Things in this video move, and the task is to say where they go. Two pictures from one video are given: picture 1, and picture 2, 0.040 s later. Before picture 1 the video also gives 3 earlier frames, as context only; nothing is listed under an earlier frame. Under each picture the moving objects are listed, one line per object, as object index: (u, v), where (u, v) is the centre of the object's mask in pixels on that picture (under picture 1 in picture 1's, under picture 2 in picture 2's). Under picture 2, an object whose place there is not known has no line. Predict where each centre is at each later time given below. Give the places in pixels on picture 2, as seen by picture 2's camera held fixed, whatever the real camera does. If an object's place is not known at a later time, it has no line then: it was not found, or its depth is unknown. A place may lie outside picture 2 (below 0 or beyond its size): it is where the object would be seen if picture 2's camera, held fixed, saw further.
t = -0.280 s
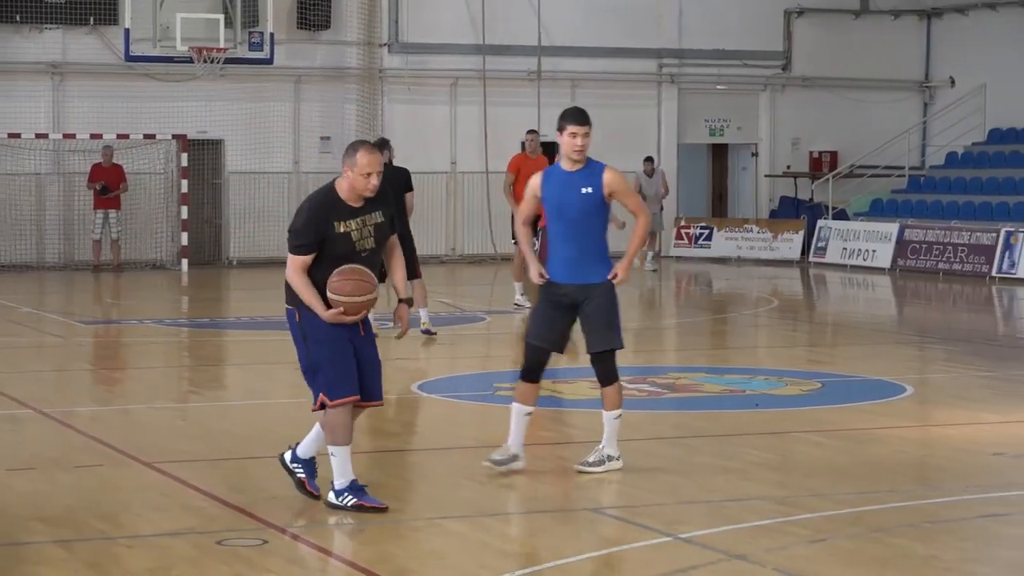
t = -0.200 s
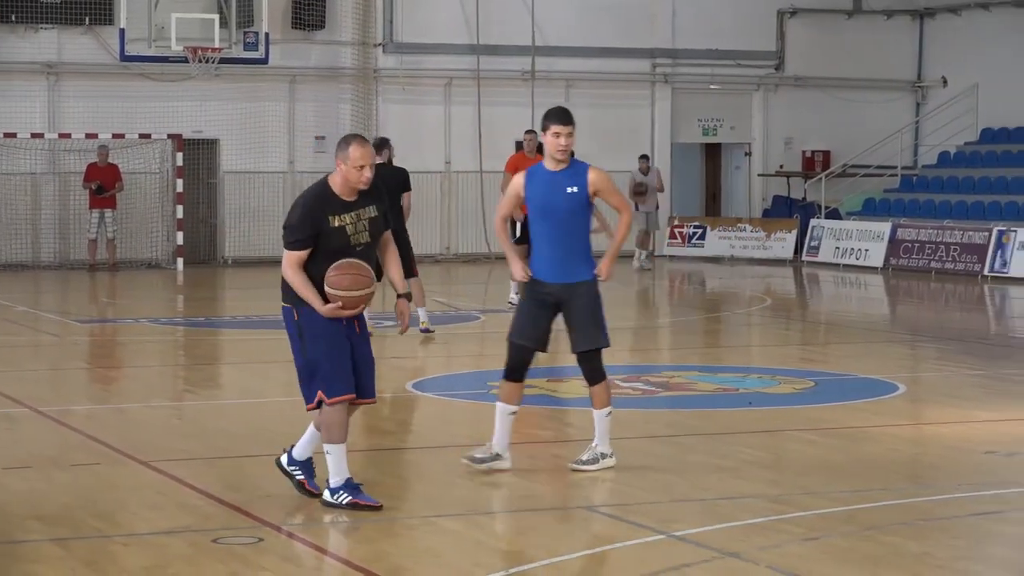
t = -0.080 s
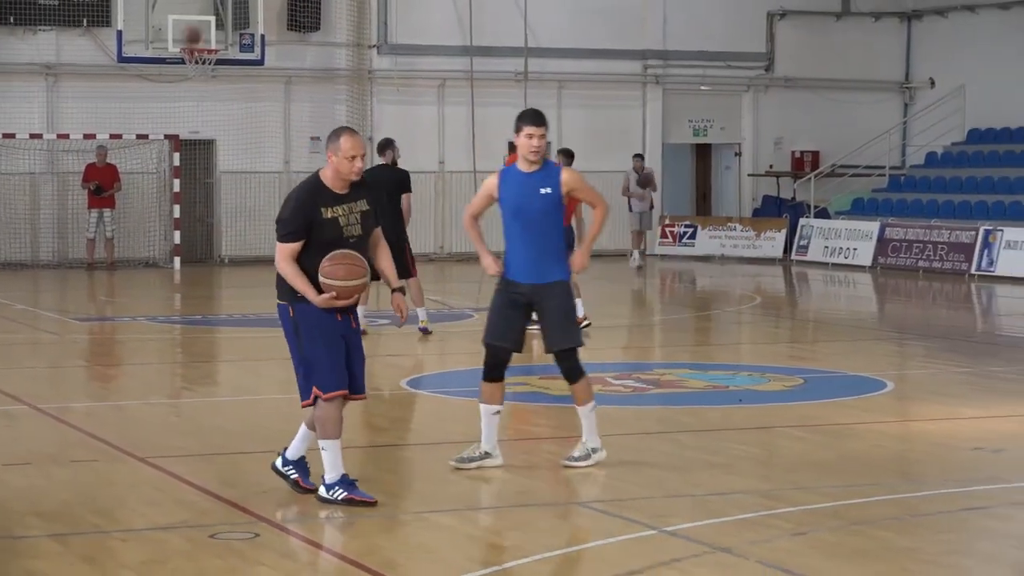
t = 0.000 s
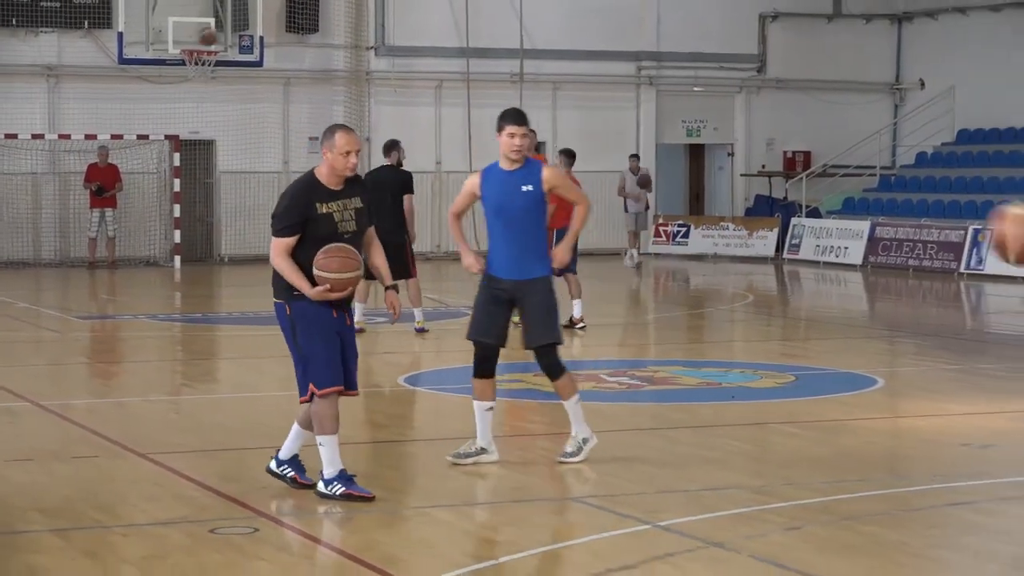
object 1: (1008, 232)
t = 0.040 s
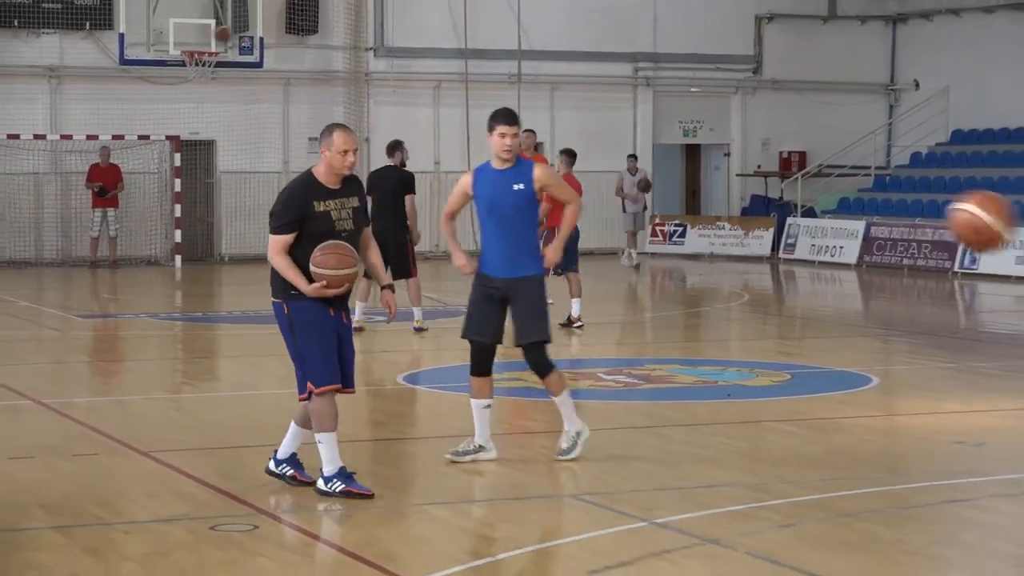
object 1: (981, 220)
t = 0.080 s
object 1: (948, 212)
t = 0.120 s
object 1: (917, 209)
